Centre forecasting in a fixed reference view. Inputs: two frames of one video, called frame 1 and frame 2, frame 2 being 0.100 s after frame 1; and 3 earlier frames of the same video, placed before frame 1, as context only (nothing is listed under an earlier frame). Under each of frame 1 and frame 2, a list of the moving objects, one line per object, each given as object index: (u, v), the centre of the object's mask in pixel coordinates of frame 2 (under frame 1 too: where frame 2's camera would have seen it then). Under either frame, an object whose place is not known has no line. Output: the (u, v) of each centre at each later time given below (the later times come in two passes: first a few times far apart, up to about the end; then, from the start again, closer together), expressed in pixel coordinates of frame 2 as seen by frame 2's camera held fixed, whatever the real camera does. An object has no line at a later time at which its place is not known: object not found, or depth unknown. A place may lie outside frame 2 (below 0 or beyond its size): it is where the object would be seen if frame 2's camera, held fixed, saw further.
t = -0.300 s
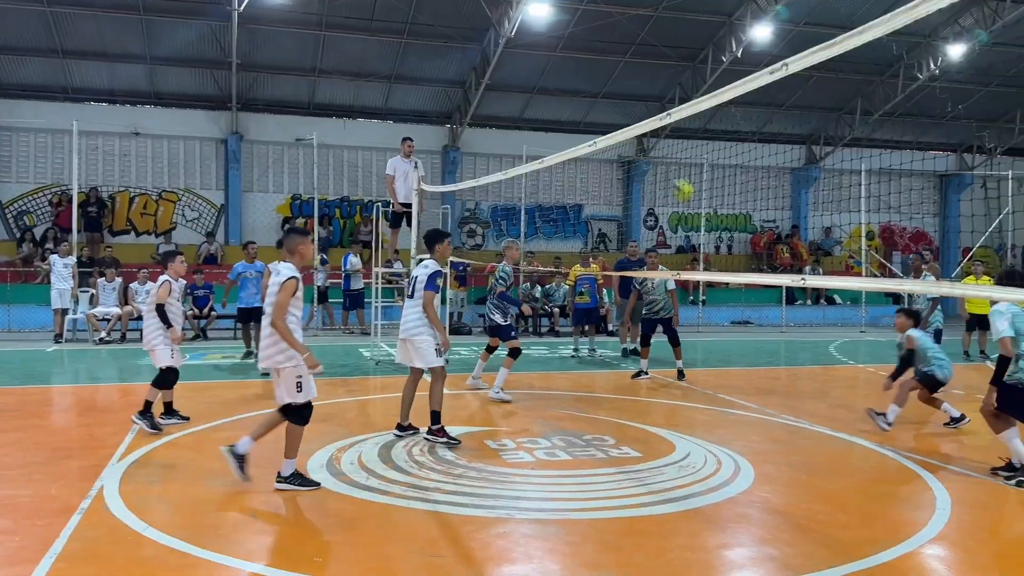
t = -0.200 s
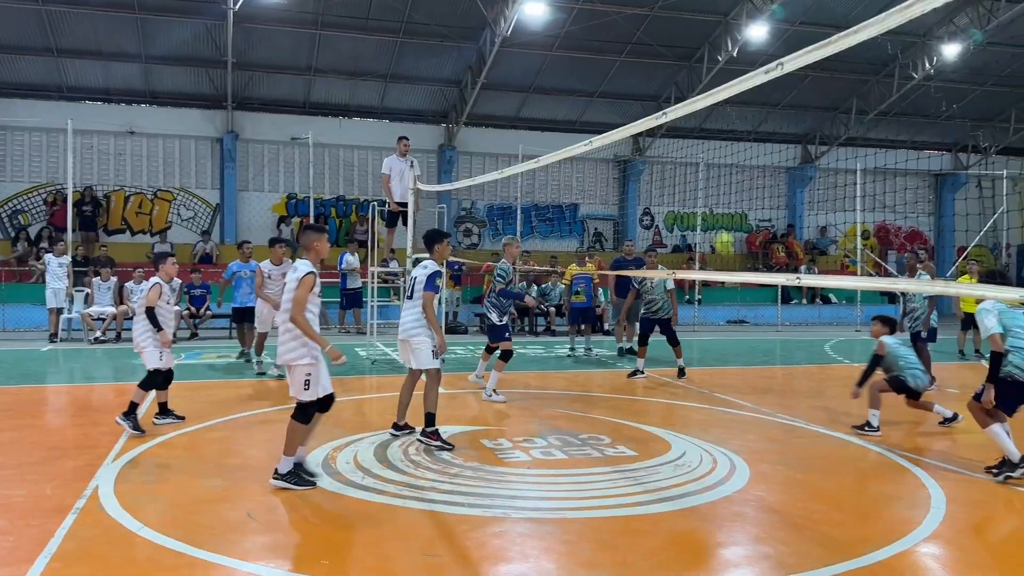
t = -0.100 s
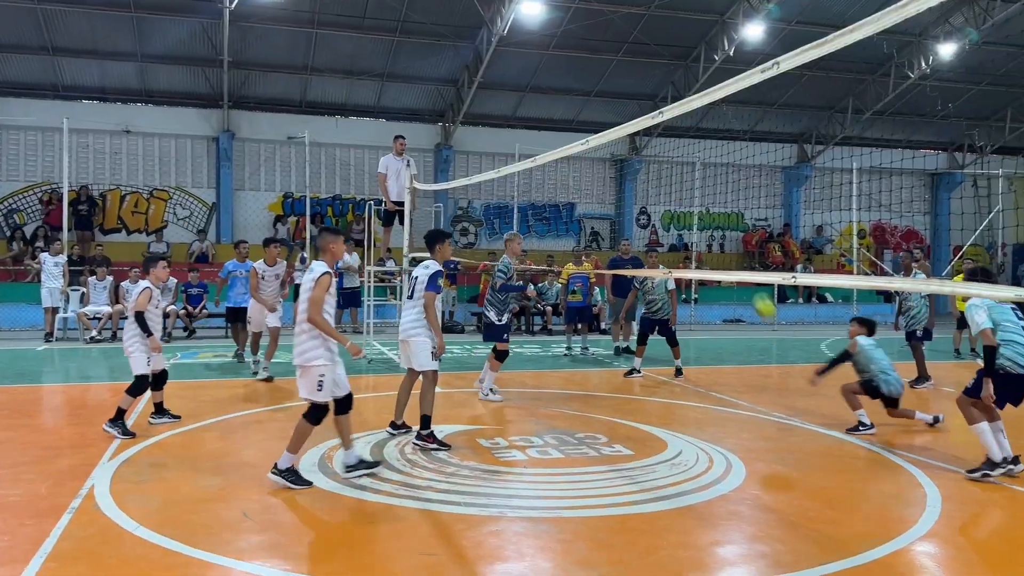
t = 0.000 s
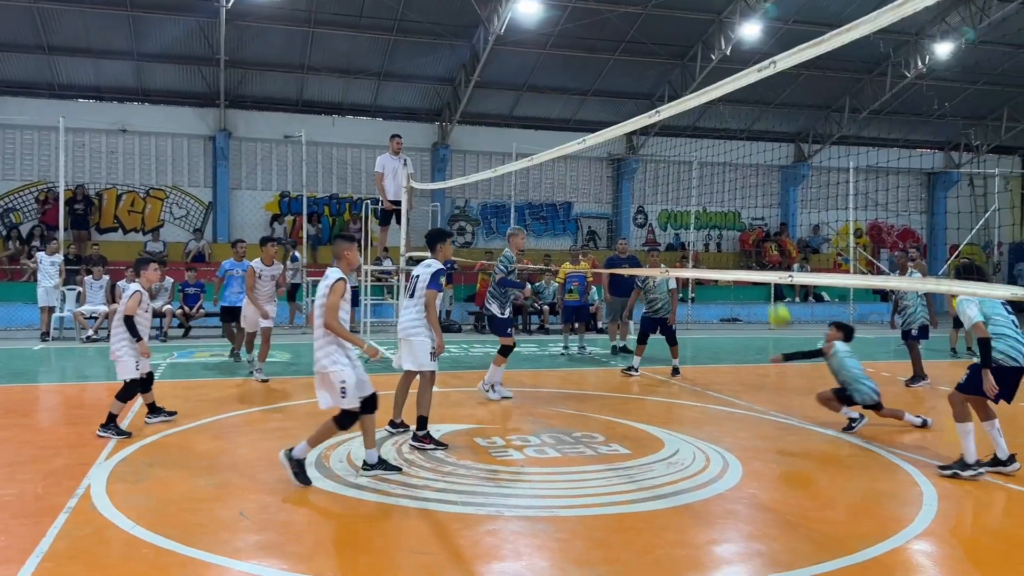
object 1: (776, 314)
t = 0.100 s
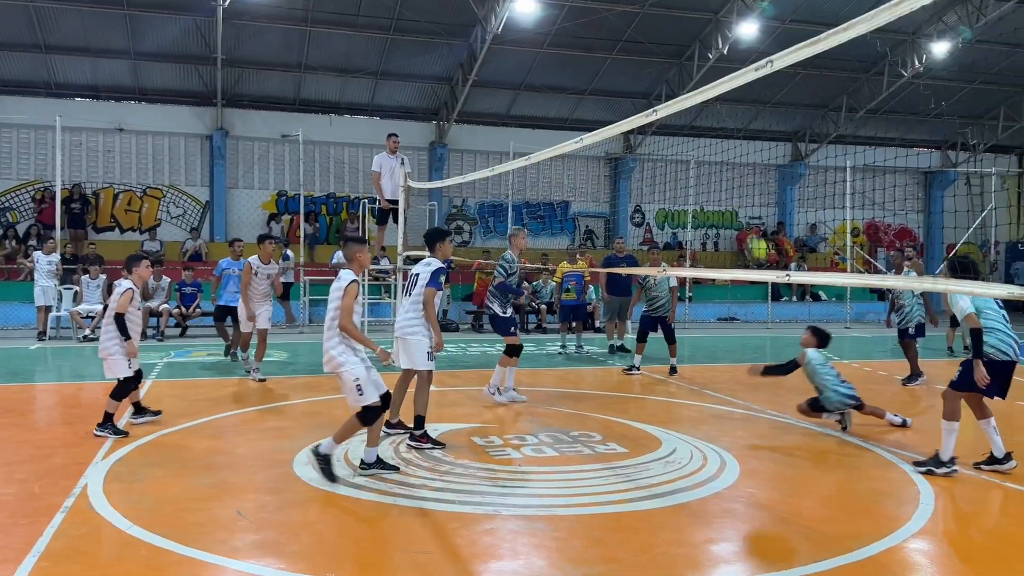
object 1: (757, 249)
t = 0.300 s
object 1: (718, 151)
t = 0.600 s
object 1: (663, 89)
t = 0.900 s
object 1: (612, 113)
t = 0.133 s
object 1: (751, 231)
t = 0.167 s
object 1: (742, 213)
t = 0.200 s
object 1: (736, 195)
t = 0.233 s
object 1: (730, 178)
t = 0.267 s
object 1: (723, 165)
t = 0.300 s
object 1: (718, 151)
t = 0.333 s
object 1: (711, 139)
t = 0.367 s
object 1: (705, 129)
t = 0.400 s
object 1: (698, 121)
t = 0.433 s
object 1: (693, 114)
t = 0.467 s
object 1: (689, 112)
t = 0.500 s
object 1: (678, 94)
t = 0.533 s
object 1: (673, 92)
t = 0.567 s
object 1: (668, 91)
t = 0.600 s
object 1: (663, 89)
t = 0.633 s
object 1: (657, 88)
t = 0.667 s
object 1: (651, 87)
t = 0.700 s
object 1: (645, 88)
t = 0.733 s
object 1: (639, 89)
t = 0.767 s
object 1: (634, 91)
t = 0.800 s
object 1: (629, 95)
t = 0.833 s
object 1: (623, 100)
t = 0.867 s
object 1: (618, 106)
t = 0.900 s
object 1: (612, 113)
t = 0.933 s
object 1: (606, 119)
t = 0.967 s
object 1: (600, 124)
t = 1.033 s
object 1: (591, 150)
